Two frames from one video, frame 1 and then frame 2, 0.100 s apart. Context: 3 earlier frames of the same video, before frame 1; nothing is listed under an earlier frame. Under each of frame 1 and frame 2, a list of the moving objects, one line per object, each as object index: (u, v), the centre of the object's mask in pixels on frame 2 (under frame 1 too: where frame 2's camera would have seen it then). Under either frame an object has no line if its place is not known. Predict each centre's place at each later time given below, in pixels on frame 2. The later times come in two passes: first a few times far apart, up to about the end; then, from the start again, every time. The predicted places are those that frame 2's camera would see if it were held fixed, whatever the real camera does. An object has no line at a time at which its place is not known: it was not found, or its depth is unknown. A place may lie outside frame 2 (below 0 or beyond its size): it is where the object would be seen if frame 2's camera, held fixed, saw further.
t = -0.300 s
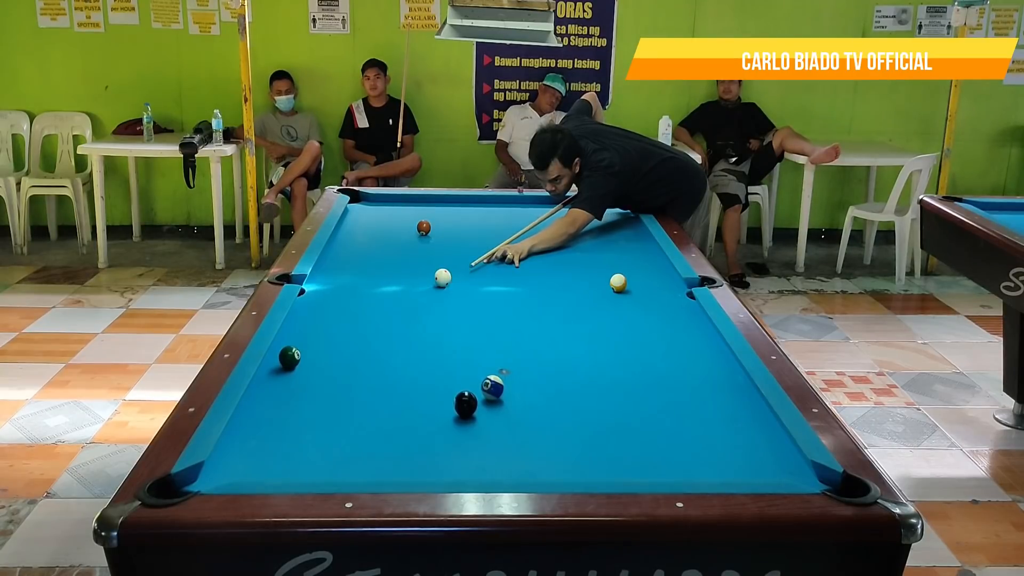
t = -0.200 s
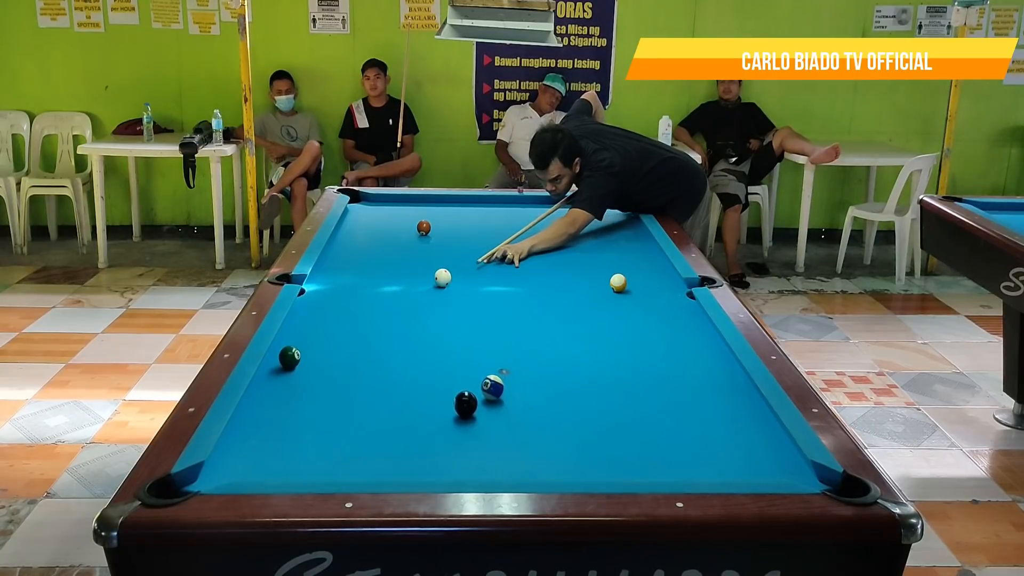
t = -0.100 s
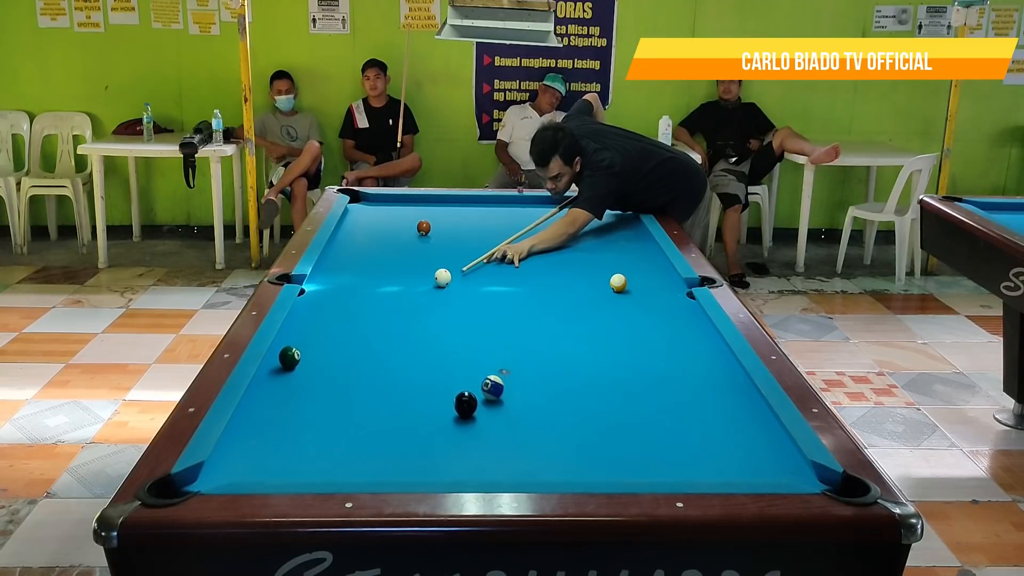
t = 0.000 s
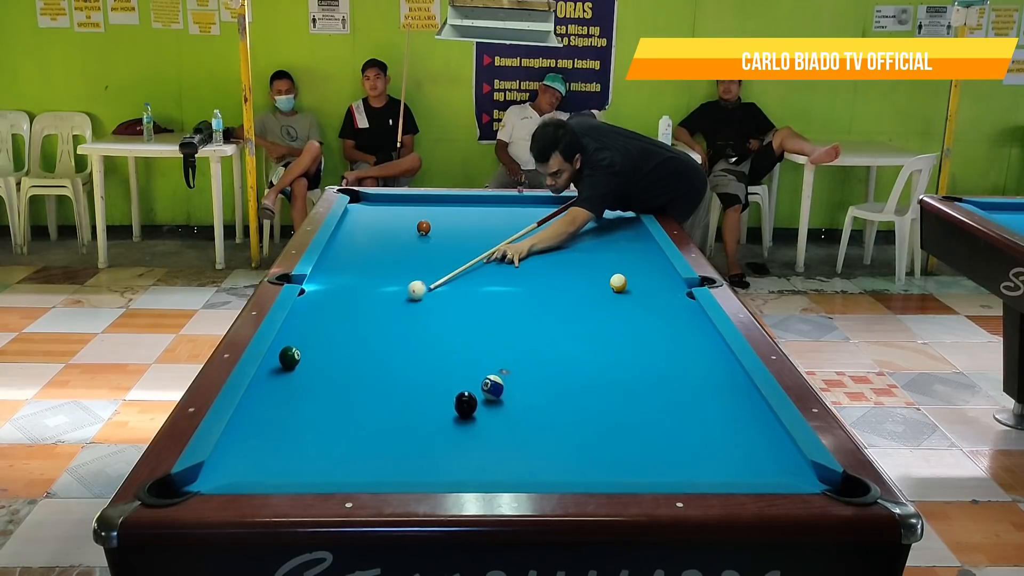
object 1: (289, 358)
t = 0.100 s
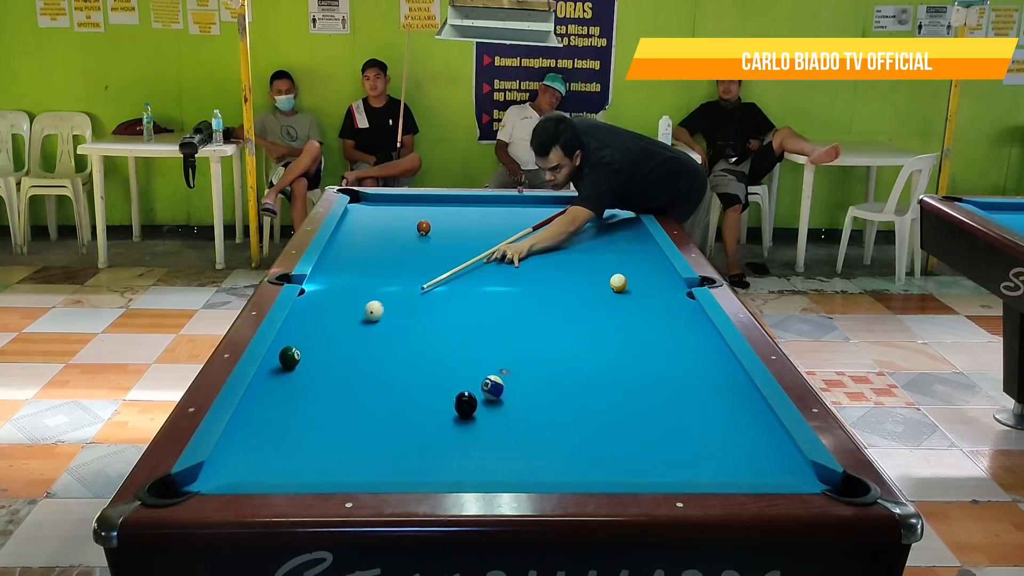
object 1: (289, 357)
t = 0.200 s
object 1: (289, 357)
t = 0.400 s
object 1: (274, 379)
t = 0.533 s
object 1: (258, 402)
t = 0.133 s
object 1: (289, 358)
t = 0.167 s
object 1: (289, 357)
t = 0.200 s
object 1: (289, 357)
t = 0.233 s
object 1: (290, 357)
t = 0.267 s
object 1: (289, 357)
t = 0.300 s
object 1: (288, 360)
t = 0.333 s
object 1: (283, 366)
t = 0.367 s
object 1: (279, 372)
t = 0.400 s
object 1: (274, 379)
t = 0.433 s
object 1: (271, 385)
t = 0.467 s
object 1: (267, 390)
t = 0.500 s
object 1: (263, 396)
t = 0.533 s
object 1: (258, 402)
